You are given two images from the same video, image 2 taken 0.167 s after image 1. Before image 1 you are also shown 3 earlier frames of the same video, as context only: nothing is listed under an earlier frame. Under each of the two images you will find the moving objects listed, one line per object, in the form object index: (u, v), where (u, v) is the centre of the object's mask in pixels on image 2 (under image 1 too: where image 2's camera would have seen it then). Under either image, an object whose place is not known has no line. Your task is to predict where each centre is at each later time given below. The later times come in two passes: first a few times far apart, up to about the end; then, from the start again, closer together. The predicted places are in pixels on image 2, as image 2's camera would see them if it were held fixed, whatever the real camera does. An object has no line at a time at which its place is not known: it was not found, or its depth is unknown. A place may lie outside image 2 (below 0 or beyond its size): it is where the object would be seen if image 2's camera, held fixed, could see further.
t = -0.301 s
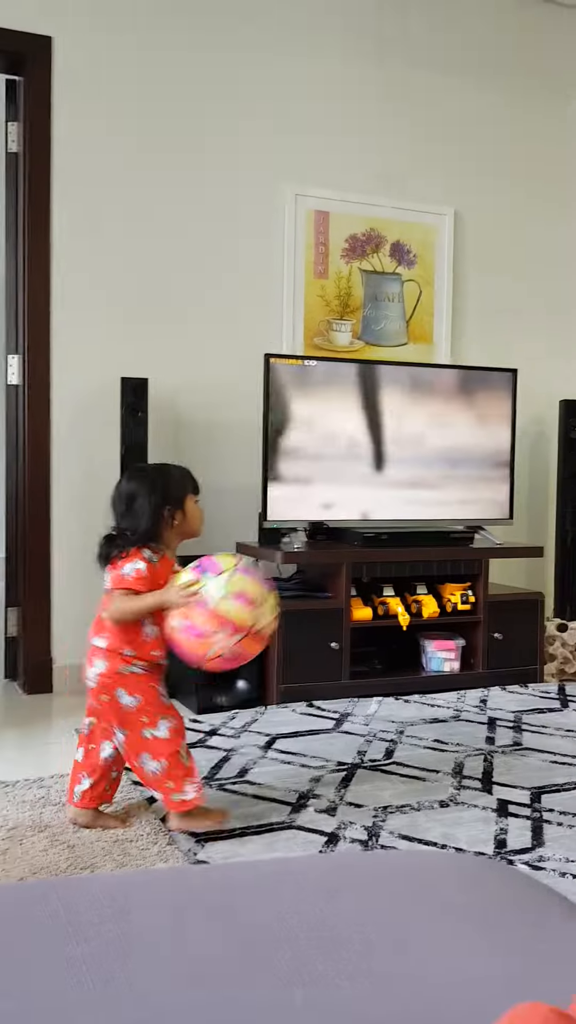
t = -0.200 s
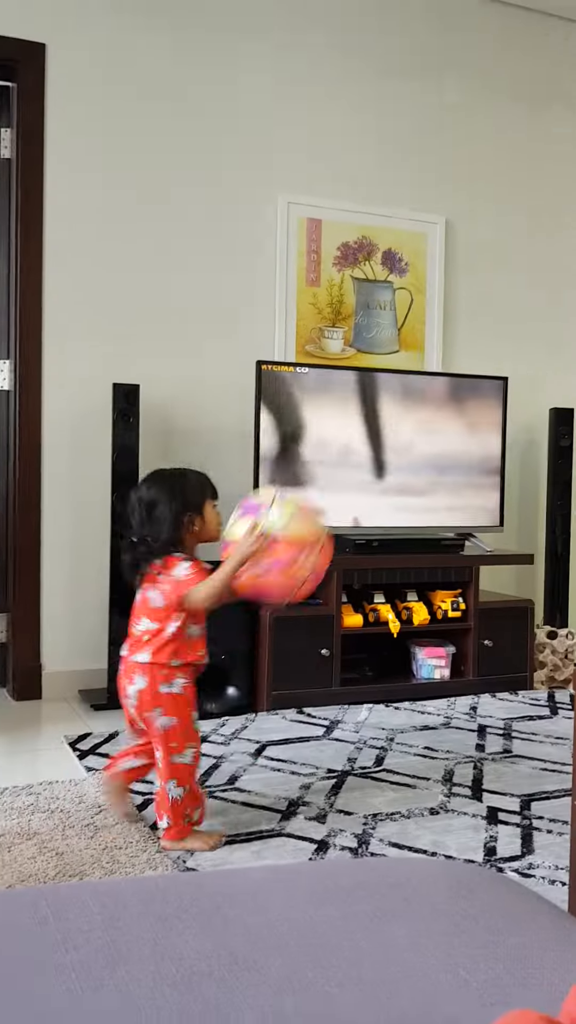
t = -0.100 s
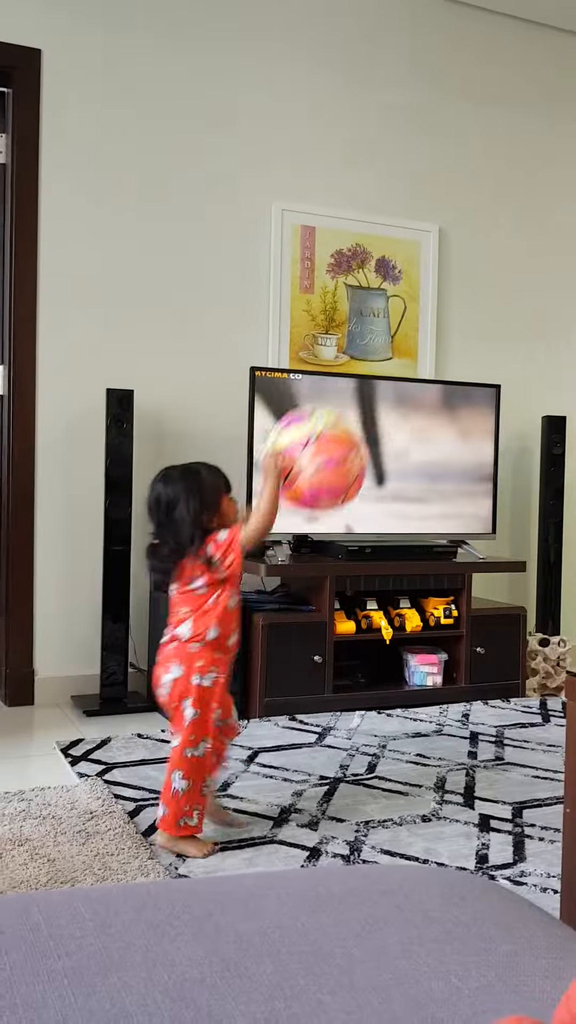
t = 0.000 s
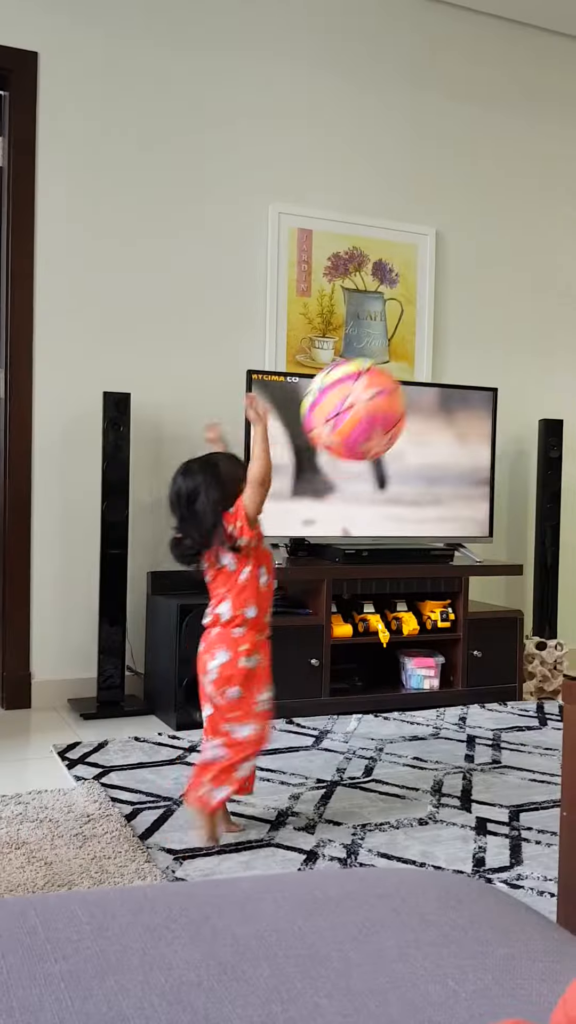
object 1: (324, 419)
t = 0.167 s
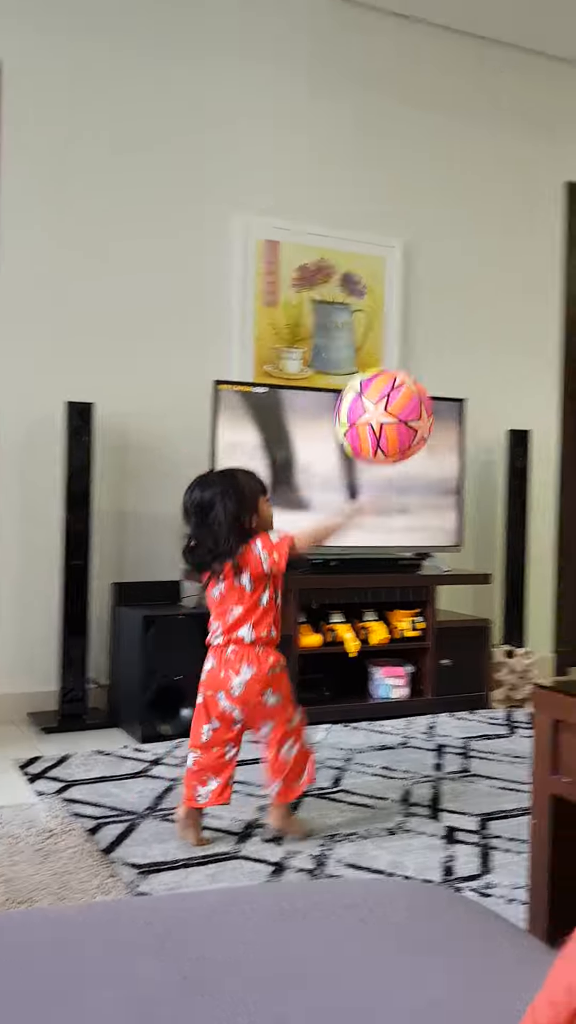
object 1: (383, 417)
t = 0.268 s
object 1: (414, 460)
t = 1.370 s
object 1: (591, 658)
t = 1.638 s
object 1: (638, 635)
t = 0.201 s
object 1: (394, 427)
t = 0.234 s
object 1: (405, 442)
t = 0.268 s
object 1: (414, 460)
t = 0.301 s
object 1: (423, 482)
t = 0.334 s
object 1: (432, 509)
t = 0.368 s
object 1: (441, 538)
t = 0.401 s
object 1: (448, 570)
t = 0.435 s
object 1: (458, 603)
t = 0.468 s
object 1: (465, 639)
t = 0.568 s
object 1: (485, 757)
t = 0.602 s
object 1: (489, 718)
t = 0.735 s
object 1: (514, 611)
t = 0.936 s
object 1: (540, 558)
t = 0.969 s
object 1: (542, 563)
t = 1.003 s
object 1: (546, 569)
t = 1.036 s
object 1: (551, 578)
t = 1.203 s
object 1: (563, 660)
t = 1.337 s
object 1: (583, 667)
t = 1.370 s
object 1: (591, 658)
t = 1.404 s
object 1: (599, 649)
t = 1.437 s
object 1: (606, 642)
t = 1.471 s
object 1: (612, 634)
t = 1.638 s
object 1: (638, 635)
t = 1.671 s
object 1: (645, 641)
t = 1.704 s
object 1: (645, 648)
